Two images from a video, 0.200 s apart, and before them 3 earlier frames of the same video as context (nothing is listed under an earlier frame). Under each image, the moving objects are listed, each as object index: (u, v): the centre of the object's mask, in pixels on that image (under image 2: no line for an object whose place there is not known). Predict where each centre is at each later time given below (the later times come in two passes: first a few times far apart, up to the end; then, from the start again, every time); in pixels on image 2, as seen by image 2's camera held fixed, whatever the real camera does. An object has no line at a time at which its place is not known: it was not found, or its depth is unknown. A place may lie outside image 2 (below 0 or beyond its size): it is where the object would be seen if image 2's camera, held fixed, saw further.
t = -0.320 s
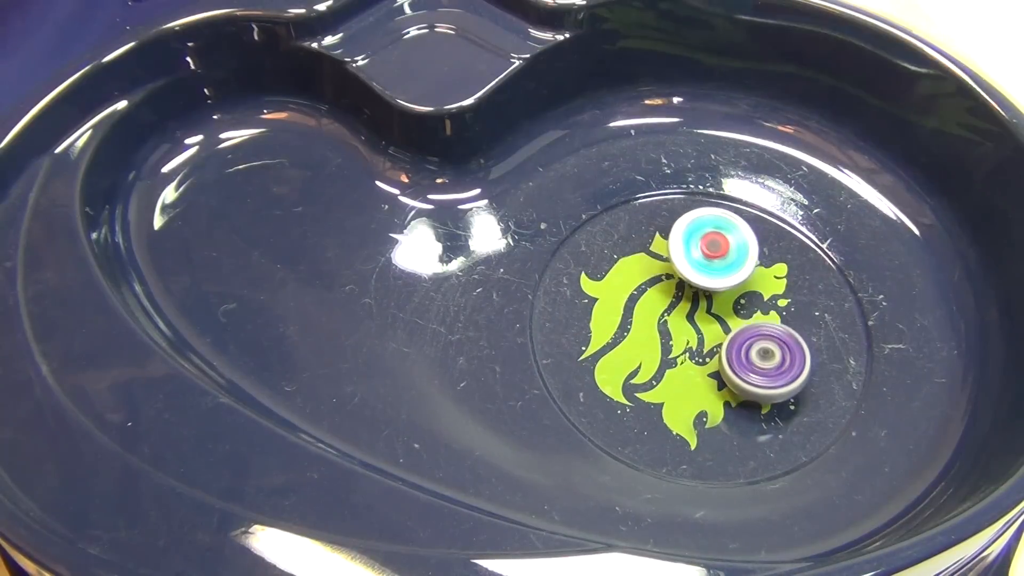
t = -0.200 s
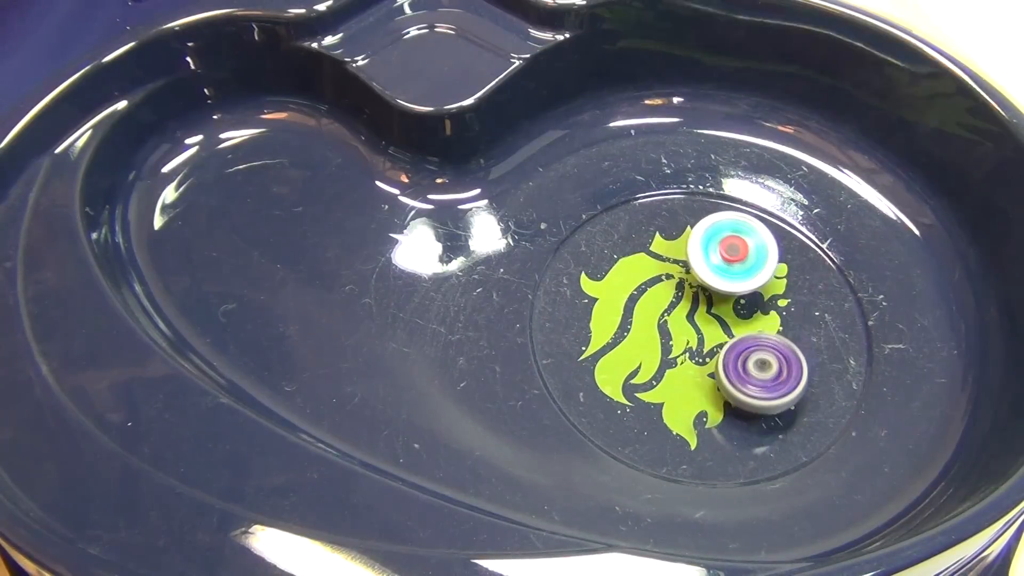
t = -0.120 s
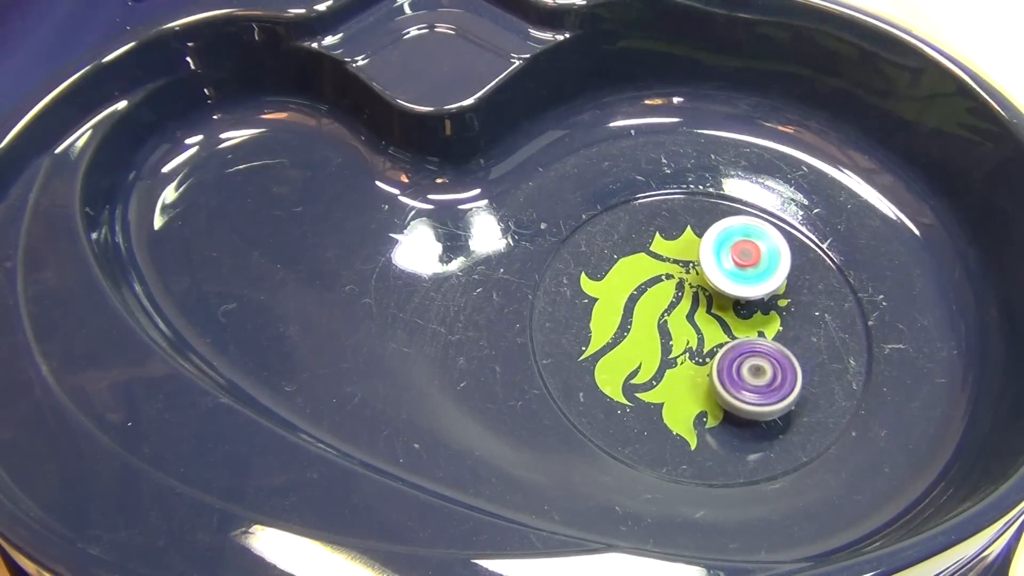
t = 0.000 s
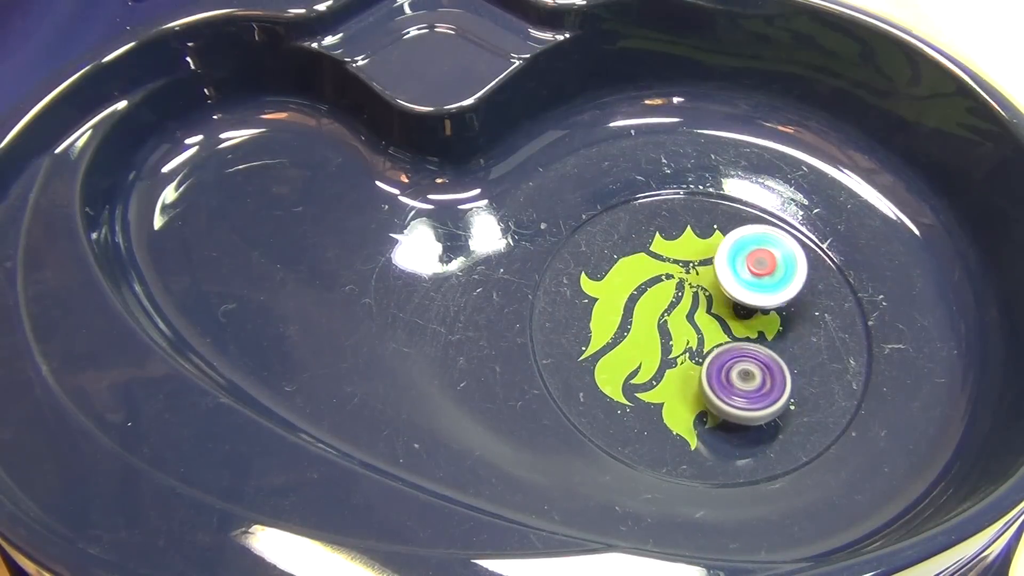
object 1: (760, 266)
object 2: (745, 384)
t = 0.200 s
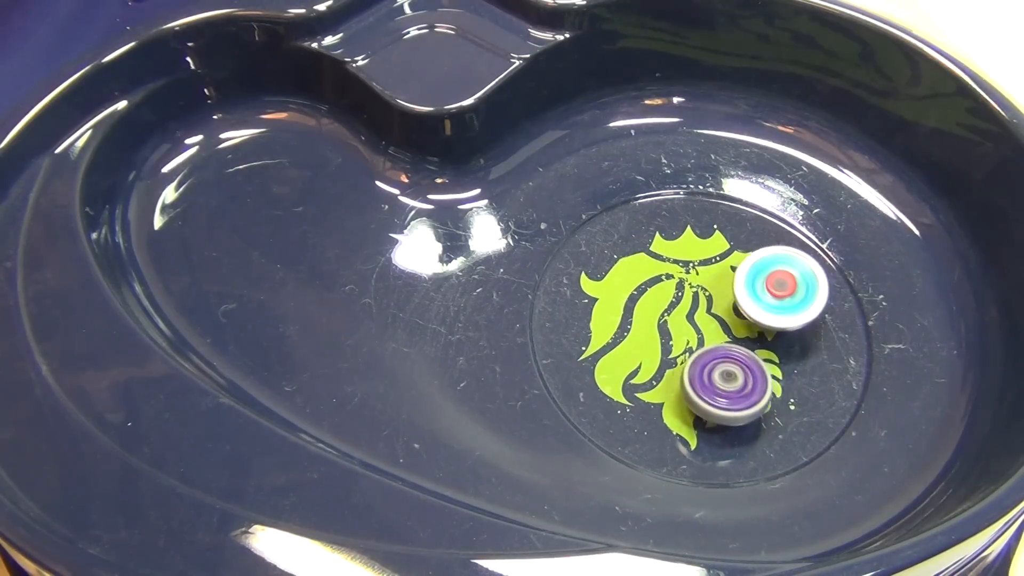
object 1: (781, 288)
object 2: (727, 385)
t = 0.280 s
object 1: (785, 298)
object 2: (718, 383)
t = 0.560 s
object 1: (782, 336)
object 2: (679, 368)
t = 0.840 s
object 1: (753, 366)
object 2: (638, 344)
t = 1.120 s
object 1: (708, 375)
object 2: (612, 320)
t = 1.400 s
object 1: (657, 360)
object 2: (601, 298)
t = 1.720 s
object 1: (653, 401)
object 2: (604, 238)
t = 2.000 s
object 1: (671, 372)
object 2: (622, 238)
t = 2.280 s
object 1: (673, 313)
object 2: (664, 245)
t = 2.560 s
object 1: (649, 297)
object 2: (720, 269)
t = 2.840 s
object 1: (657, 297)
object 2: (756, 308)
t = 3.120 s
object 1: (685, 294)
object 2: (775, 346)
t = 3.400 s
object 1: (712, 291)
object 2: (777, 378)
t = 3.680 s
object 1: (727, 293)
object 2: (758, 398)
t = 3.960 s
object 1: (731, 305)
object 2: (722, 401)
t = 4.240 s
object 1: (730, 322)
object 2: (676, 382)
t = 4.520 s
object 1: (721, 336)
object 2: (634, 350)
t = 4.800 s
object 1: (707, 339)
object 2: (613, 313)
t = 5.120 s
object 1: (679, 329)
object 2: (613, 279)
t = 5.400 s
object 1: (665, 317)
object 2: (633, 257)
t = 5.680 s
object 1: (664, 303)
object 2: (673, 246)
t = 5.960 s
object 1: (674, 300)
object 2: (725, 261)
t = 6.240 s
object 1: (695, 295)
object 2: (764, 287)
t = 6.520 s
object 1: (709, 293)
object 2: (785, 319)
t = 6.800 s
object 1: (717, 301)
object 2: (786, 351)
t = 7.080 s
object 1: (720, 315)
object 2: (767, 380)
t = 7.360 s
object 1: (715, 317)
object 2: (729, 399)
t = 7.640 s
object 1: (695, 315)
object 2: (685, 400)
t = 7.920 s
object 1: (679, 318)
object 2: (641, 379)
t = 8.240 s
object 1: (681, 308)
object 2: (605, 335)
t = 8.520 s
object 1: (679, 300)
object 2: (596, 296)
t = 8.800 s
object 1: (689, 300)
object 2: (614, 269)
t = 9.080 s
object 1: (703, 304)
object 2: (647, 256)
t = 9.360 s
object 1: (713, 309)
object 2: (693, 253)
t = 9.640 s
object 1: (722, 342)
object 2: (734, 260)
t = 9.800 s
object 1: (727, 346)
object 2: (750, 272)
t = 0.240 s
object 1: (783, 293)
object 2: (722, 384)
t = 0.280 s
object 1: (785, 298)
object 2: (718, 383)
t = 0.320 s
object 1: (786, 303)
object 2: (713, 382)
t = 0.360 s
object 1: (787, 308)
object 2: (708, 381)
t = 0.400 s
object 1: (787, 313)
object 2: (703, 379)
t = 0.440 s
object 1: (787, 319)
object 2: (697, 376)
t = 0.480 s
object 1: (786, 324)
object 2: (691, 373)
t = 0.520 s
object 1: (784, 330)
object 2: (685, 371)
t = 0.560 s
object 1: (782, 336)
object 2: (679, 368)
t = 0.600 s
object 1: (779, 341)
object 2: (673, 364)
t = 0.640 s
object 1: (777, 346)
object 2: (666, 361)
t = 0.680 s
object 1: (772, 351)
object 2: (660, 358)
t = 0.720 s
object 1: (768, 355)
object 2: (654, 354)
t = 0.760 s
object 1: (764, 359)
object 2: (648, 351)
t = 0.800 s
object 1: (759, 362)
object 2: (643, 347)
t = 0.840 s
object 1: (753, 366)
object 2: (638, 344)
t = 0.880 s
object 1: (747, 369)
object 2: (633, 340)
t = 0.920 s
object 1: (741, 371)
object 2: (629, 337)
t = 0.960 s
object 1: (735, 373)
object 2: (625, 333)
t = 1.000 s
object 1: (728, 374)
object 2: (622, 330)
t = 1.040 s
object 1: (722, 375)
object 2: (618, 326)
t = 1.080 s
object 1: (715, 376)
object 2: (615, 323)
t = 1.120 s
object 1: (708, 375)
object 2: (612, 320)
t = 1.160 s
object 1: (700, 375)
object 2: (610, 316)
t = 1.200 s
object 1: (693, 373)
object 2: (607, 313)
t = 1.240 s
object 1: (686, 371)
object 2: (606, 310)
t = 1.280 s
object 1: (678, 369)
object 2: (604, 307)
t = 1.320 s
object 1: (671, 366)
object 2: (603, 304)
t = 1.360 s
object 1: (664, 363)
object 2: (602, 301)
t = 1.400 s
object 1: (657, 360)
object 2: (601, 298)
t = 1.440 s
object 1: (651, 355)
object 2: (601, 295)
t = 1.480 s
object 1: (645, 351)
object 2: (600, 291)
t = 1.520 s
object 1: (646, 364)
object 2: (599, 277)
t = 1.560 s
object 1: (648, 381)
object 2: (597, 260)
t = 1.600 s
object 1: (650, 393)
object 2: (598, 248)
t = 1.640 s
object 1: (650, 398)
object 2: (601, 242)
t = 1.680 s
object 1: (652, 401)
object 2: (602, 239)
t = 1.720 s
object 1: (653, 401)
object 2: (604, 238)
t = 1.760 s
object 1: (656, 400)
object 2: (605, 237)
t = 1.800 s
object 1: (658, 397)
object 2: (607, 237)
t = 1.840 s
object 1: (661, 394)
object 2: (609, 237)
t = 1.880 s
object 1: (663, 390)
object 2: (611, 237)
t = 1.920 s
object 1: (666, 385)
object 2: (614, 237)
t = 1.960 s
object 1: (668, 379)
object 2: (618, 237)
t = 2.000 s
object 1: (671, 372)
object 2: (622, 238)
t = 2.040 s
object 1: (673, 364)
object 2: (627, 239)
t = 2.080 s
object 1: (674, 356)
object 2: (632, 241)
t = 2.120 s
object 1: (676, 347)
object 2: (638, 243)
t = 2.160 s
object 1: (676, 339)
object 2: (645, 245)
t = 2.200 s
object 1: (675, 330)
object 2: (652, 246)
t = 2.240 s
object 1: (674, 321)
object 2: (658, 246)
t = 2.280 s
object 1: (673, 313)
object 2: (664, 245)
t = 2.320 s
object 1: (672, 305)
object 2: (672, 243)
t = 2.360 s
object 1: (670, 298)
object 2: (681, 242)
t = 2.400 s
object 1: (665, 297)
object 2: (690, 244)
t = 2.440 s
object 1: (660, 297)
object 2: (700, 249)
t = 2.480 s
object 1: (655, 297)
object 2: (709, 256)
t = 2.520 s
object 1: (652, 297)
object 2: (715, 263)
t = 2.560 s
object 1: (649, 297)
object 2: (720, 269)
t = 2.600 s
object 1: (647, 297)
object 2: (726, 274)
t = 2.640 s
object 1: (648, 297)
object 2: (731, 280)
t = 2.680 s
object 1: (648, 297)
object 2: (736, 285)
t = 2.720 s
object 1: (650, 297)
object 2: (741, 290)
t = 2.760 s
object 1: (652, 297)
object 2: (747, 297)
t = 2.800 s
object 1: (654, 298)
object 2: (752, 303)
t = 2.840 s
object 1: (657, 297)
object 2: (756, 308)
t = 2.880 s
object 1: (660, 297)
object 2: (760, 314)
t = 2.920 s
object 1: (664, 296)
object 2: (763, 319)
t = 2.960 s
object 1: (668, 296)
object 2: (766, 325)
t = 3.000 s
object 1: (672, 295)
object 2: (769, 330)
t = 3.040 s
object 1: (676, 295)
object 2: (771, 335)
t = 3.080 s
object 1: (680, 294)
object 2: (773, 341)
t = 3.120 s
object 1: (685, 294)
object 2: (775, 346)
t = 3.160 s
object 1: (689, 293)
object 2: (777, 351)
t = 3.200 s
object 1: (693, 293)
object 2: (778, 356)
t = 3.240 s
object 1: (697, 292)
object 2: (779, 361)
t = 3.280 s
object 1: (701, 292)
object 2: (779, 365)
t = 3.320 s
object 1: (704, 291)
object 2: (779, 370)
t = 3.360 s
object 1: (709, 291)
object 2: (779, 374)
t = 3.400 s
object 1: (712, 291)
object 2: (777, 378)
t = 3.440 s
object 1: (715, 291)
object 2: (775, 382)
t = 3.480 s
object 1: (717, 291)
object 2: (774, 386)
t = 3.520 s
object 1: (720, 291)
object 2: (772, 389)
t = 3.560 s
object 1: (722, 291)
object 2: (769, 392)
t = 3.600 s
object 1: (724, 291)
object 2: (766, 395)
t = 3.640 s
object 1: (726, 291)
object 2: (762, 397)
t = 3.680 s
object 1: (727, 293)
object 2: (758, 398)
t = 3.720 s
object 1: (728, 293)
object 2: (754, 400)
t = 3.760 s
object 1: (730, 295)
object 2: (749, 401)
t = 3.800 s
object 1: (730, 296)
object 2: (744, 402)
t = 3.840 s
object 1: (731, 298)
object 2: (739, 402)
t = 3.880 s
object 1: (731, 300)
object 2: (733, 402)
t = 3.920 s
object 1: (731, 302)
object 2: (728, 402)
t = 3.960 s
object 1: (731, 305)
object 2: (722, 401)
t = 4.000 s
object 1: (731, 307)
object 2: (716, 399)
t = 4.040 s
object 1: (732, 310)
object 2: (710, 398)
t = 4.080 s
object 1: (731, 312)
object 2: (703, 395)
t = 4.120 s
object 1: (731, 314)
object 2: (697, 392)
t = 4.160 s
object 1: (731, 317)
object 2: (690, 390)
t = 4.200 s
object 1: (730, 320)
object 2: (683, 386)
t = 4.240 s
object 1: (730, 322)
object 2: (676, 382)
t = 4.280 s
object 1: (730, 326)
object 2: (669, 379)
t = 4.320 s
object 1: (728, 328)
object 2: (662, 374)
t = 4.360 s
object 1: (727, 330)
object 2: (655, 369)
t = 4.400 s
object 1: (725, 332)
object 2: (649, 364)
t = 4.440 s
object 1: (724, 333)
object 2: (644, 359)
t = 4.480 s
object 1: (723, 335)
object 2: (638, 354)
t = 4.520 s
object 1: (721, 336)
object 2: (634, 350)
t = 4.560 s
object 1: (719, 336)
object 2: (630, 344)
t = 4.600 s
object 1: (717, 337)
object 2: (627, 339)
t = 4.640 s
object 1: (716, 338)
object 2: (623, 334)
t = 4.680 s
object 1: (714, 338)
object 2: (620, 329)
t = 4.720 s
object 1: (712, 338)
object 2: (617, 324)
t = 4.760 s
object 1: (710, 339)
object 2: (615, 318)
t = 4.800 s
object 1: (707, 339)
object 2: (613, 313)
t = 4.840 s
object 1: (704, 338)
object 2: (612, 309)
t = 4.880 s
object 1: (701, 337)
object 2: (610, 304)
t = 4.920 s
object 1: (698, 336)
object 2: (610, 300)
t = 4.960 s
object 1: (694, 334)
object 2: (610, 295)
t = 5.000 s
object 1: (690, 333)
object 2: (610, 291)
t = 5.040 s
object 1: (686, 332)
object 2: (611, 287)
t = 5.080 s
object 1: (683, 330)
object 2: (612, 282)
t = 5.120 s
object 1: (679, 329)
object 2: (613, 279)
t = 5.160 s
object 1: (676, 328)
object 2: (614, 274)
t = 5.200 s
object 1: (673, 326)
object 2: (617, 271)
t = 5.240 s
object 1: (670, 325)
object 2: (619, 268)
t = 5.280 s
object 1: (669, 323)
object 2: (622, 264)
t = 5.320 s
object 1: (667, 322)
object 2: (625, 263)
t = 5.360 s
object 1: (665, 319)
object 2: (628, 260)
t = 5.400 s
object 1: (665, 317)
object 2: (633, 257)
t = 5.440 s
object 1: (664, 315)
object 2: (638, 254)
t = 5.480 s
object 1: (664, 313)
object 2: (642, 252)
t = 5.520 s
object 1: (664, 311)
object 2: (648, 250)
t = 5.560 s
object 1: (664, 309)
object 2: (653, 249)
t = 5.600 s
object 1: (664, 307)
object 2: (660, 247)
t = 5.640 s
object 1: (664, 305)
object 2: (666, 247)
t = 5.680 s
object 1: (664, 303)
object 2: (673, 246)
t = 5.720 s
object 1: (665, 301)
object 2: (680, 247)
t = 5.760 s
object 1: (666, 300)
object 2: (688, 248)
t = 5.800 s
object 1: (666, 300)
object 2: (695, 250)
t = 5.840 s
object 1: (667, 300)
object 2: (703, 252)
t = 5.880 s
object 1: (669, 300)
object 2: (711, 255)
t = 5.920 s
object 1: (672, 300)
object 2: (718, 258)
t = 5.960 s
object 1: (674, 300)
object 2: (725, 261)
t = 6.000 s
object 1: (677, 299)
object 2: (732, 263)
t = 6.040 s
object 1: (680, 299)
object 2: (737, 267)
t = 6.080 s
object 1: (683, 298)
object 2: (744, 271)
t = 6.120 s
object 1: (686, 297)
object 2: (750, 274)
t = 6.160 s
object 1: (689, 296)
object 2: (755, 278)
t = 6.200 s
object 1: (692, 295)
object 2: (760, 282)
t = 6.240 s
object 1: (695, 295)
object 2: (764, 287)
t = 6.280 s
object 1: (697, 294)
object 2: (768, 292)
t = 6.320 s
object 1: (701, 294)
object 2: (773, 297)
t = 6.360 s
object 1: (703, 294)
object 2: (776, 301)
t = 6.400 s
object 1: (705, 294)
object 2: (779, 305)
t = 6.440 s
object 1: (706, 294)
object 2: (781, 311)
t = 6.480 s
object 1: (708, 293)
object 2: (784, 315)
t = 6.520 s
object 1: (709, 293)
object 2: (785, 319)
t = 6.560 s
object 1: (710, 294)
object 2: (786, 324)
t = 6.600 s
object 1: (712, 294)
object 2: (787, 328)
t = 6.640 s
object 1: (713, 295)
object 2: (788, 333)
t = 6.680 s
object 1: (714, 296)
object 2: (788, 338)
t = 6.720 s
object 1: (715, 298)
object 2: (788, 342)
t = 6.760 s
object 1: (716, 299)
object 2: (787, 347)
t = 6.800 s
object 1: (717, 301)
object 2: (786, 351)
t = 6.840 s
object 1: (717, 303)
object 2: (785, 355)
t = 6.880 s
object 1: (718, 305)
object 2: (783, 360)
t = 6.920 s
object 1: (719, 307)
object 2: (781, 364)
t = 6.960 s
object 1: (720, 310)
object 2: (778, 368)
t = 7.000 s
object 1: (720, 311)
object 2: (775, 372)
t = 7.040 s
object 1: (720, 313)
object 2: (771, 376)
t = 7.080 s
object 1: (720, 315)
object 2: (767, 380)
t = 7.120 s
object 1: (721, 317)
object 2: (763, 383)
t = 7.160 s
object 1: (721, 319)
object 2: (759, 386)
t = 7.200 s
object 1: (720, 320)
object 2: (754, 389)
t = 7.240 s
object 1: (720, 322)
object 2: (748, 391)
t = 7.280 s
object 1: (720, 324)
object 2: (742, 394)
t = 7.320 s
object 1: (717, 320)
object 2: (736, 396)
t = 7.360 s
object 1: (715, 317)
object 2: (729, 399)
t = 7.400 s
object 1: (713, 315)
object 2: (723, 401)
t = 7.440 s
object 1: (711, 314)
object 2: (718, 402)
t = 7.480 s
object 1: (708, 314)
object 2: (711, 403)
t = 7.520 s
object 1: (705, 314)
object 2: (705, 403)
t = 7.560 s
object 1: (702, 315)
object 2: (698, 403)
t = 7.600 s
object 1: (698, 315)
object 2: (691, 402)
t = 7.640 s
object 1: (695, 315)
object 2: (685, 400)
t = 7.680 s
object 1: (692, 315)
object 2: (679, 398)
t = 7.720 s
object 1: (688, 315)
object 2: (672, 396)
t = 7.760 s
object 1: (686, 316)
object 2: (666, 393)
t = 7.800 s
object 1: (684, 316)
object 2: (660, 390)
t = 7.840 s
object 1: (682, 317)
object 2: (654, 386)
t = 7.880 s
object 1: (680, 318)
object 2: (648, 383)
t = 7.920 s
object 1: (679, 318)
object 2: (641, 379)
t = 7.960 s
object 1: (678, 317)
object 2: (636, 374)
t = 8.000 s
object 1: (679, 316)
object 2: (630, 370)
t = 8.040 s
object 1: (679, 314)
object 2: (624, 364)
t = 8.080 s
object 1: (680, 312)
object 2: (620, 359)
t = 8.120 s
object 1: (681, 312)
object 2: (615, 353)
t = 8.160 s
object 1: (681, 310)
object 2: (611, 347)
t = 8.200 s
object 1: (681, 309)
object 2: (608, 341)
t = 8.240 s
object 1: (681, 308)
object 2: (605, 335)
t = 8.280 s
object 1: (681, 306)
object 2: (602, 330)
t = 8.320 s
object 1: (680, 305)
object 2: (600, 324)
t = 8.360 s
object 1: (679, 304)
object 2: (599, 318)
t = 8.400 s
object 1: (679, 303)
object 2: (598, 312)
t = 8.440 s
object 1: (679, 302)
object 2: (597, 307)
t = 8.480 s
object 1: (678, 301)
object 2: (596, 302)
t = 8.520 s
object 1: (679, 300)
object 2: (596, 296)
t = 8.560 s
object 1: (679, 300)
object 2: (597, 292)
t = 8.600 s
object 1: (680, 299)
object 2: (599, 287)
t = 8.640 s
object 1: (681, 299)
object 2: (601, 283)
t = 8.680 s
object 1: (683, 299)
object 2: (603, 279)
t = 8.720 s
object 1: (685, 299)
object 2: (607, 276)
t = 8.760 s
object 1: (687, 300)
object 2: (610, 273)
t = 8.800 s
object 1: (689, 300)
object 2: (614, 269)
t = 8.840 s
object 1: (691, 301)
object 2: (618, 267)
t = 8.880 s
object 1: (693, 301)
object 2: (622, 265)
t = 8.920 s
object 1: (695, 302)
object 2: (626, 262)
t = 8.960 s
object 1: (697, 303)
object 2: (631, 260)
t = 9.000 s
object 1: (699, 303)
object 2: (636, 259)
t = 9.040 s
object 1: (701, 304)
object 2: (641, 257)
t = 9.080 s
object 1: (703, 304)
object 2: (647, 256)
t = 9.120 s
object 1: (705, 304)
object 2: (653, 255)
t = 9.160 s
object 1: (708, 305)
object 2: (658, 255)
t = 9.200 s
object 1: (709, 306)
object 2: (665, 254)
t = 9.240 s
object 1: (711, 306)
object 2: (671, 254)
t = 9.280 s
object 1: (712, 307)
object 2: (677, 254)
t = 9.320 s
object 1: (713, 308)
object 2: (685, 253)
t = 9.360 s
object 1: (713, 309)
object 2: (693, 253)
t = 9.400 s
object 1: (713, 318)
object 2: (702, 251)
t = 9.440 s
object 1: (714, 328)
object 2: (710, 252)
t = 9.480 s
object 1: (715, 334)
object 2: (716, 253)
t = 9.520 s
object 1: (716, 338)
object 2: (721, 254)
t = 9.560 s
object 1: (718, 340)
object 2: (725, 256)
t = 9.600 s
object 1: (721, 341)
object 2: (729, 257)
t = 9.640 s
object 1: (722, 342)
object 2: (734, 260)
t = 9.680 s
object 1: (724, 343)
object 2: (738, 262)
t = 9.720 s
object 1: (725, 344)
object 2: (742, 266)
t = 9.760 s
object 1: (726, 345)
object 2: (746, 269)
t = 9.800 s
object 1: (727, 346)
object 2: (750, 272)
